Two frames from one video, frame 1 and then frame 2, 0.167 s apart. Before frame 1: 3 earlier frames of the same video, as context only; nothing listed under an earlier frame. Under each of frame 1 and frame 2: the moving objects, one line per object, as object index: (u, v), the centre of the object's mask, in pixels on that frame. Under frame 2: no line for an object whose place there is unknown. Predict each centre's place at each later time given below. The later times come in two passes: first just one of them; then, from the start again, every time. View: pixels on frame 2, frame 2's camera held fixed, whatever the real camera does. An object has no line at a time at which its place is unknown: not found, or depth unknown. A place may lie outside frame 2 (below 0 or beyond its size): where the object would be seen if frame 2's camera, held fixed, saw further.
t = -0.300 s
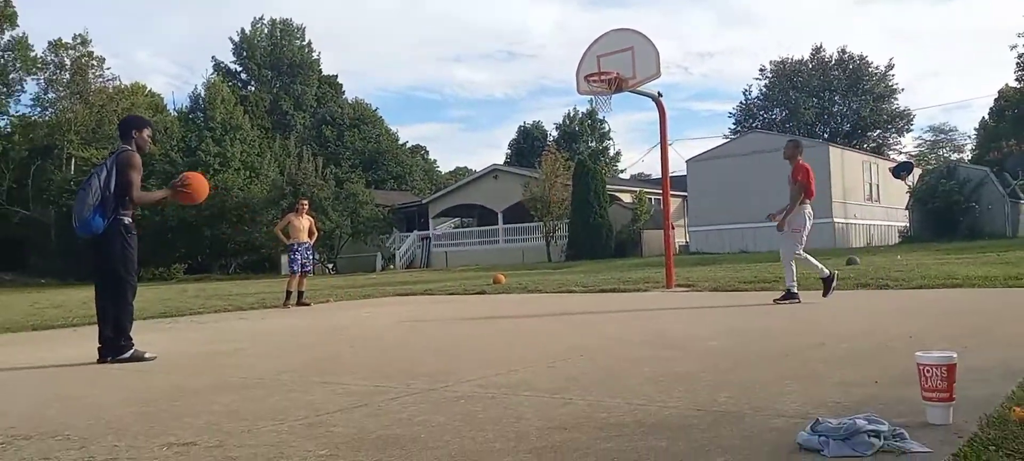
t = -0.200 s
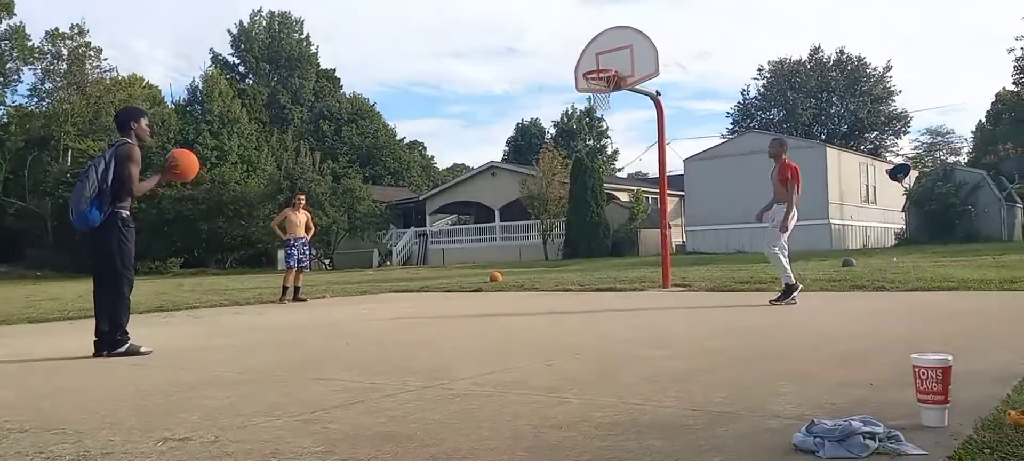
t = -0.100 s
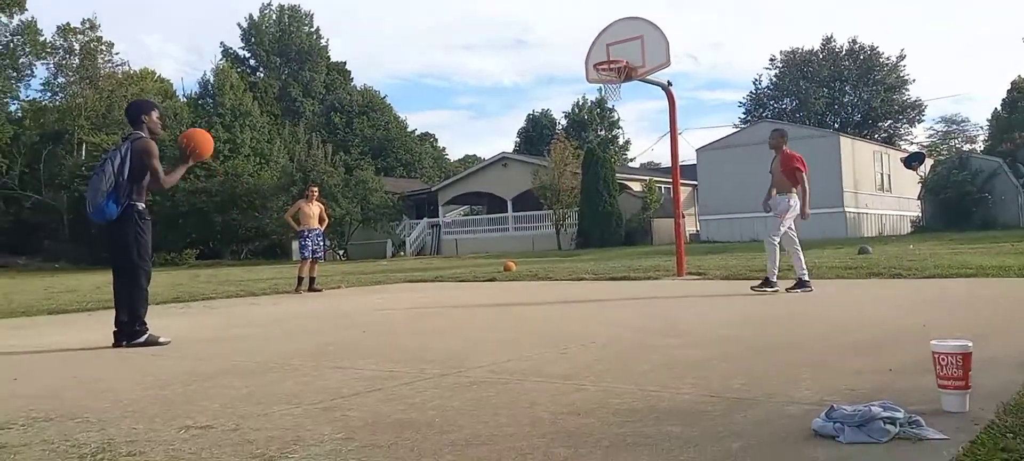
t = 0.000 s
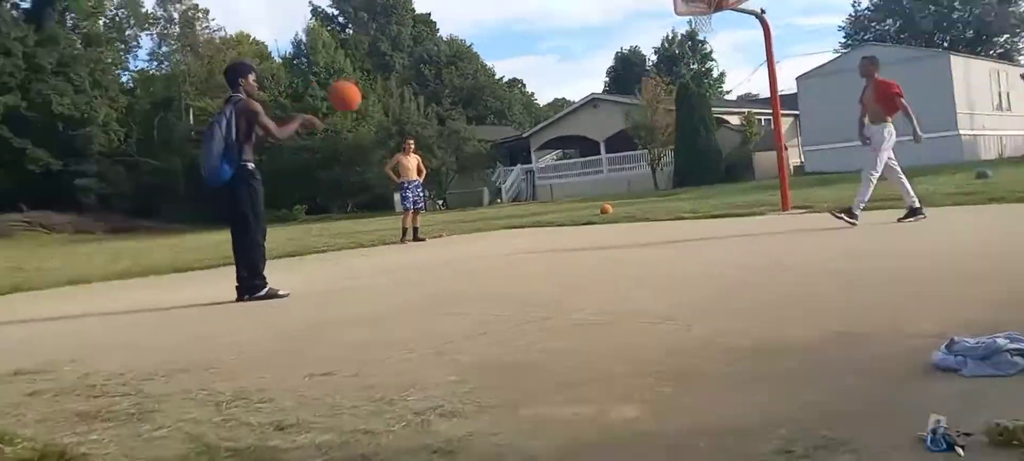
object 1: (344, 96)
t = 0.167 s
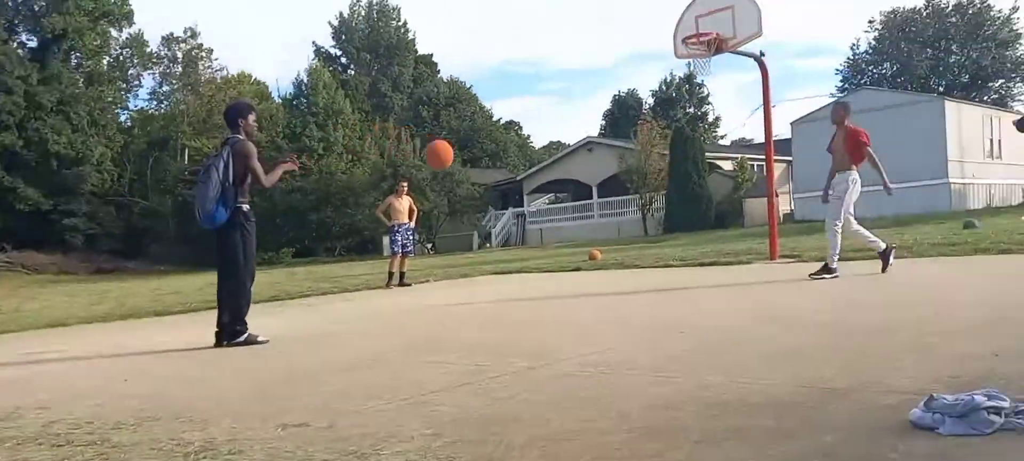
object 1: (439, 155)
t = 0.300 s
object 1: (512, 188)
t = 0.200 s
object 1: (458, 161)
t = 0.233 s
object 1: (477, 168)
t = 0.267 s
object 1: (494, 178)
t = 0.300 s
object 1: (512, 188)
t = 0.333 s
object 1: (528, 199)
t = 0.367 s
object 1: (545, 211)
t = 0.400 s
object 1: (561, 226)
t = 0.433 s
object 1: (576, 240)
